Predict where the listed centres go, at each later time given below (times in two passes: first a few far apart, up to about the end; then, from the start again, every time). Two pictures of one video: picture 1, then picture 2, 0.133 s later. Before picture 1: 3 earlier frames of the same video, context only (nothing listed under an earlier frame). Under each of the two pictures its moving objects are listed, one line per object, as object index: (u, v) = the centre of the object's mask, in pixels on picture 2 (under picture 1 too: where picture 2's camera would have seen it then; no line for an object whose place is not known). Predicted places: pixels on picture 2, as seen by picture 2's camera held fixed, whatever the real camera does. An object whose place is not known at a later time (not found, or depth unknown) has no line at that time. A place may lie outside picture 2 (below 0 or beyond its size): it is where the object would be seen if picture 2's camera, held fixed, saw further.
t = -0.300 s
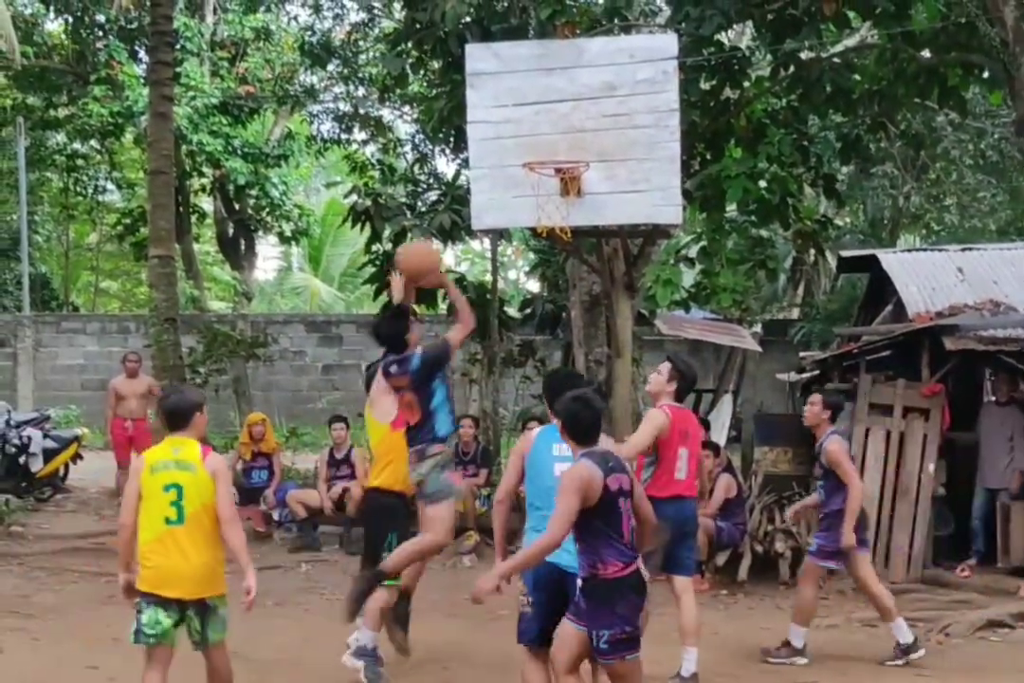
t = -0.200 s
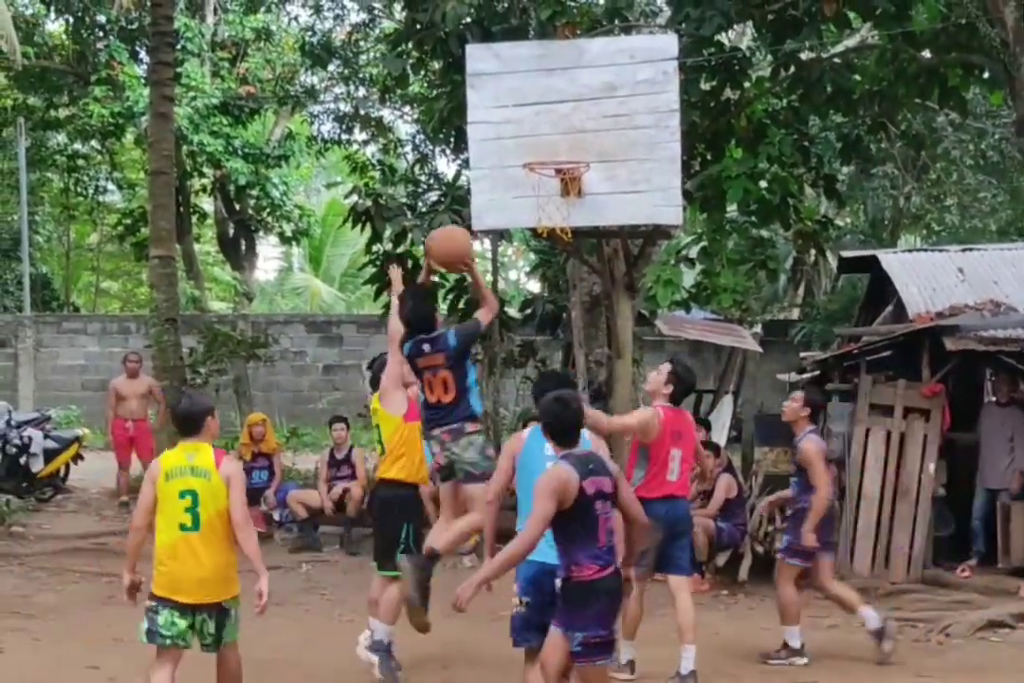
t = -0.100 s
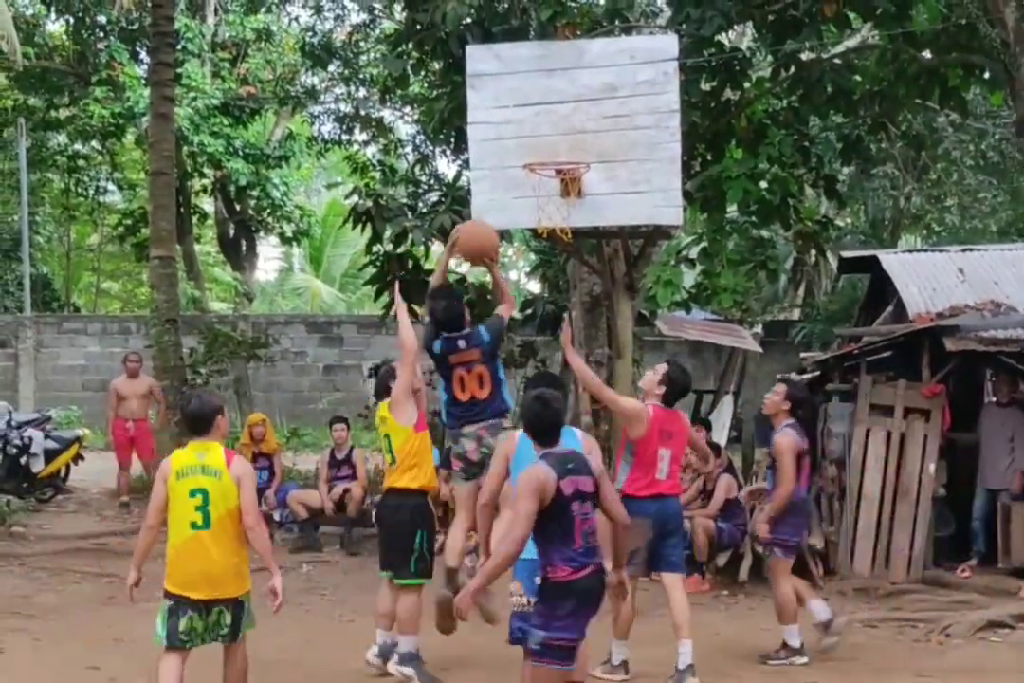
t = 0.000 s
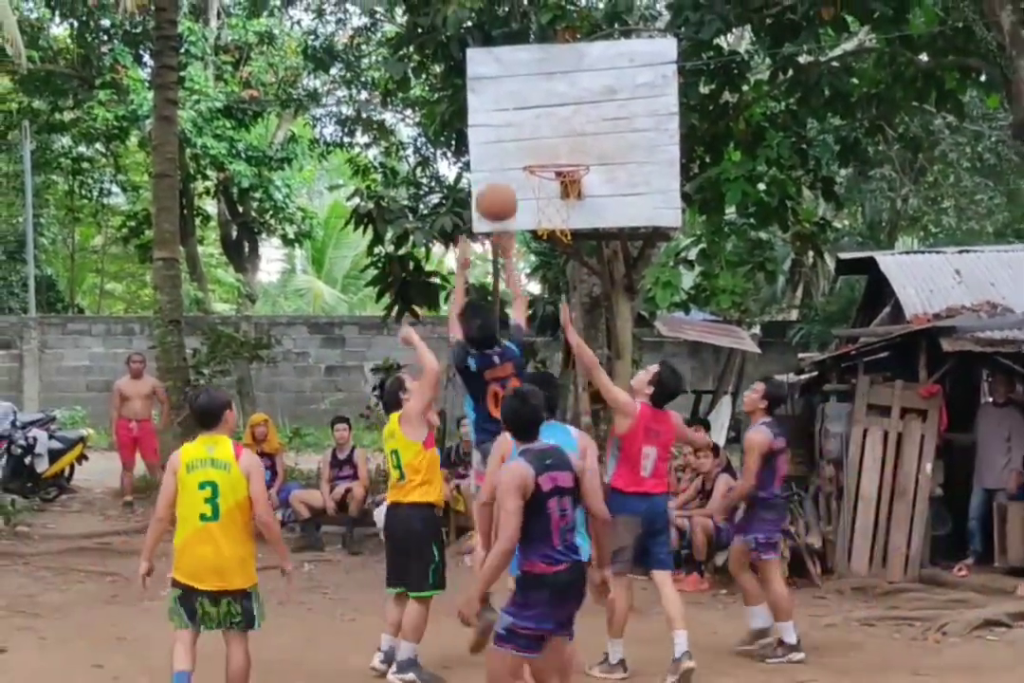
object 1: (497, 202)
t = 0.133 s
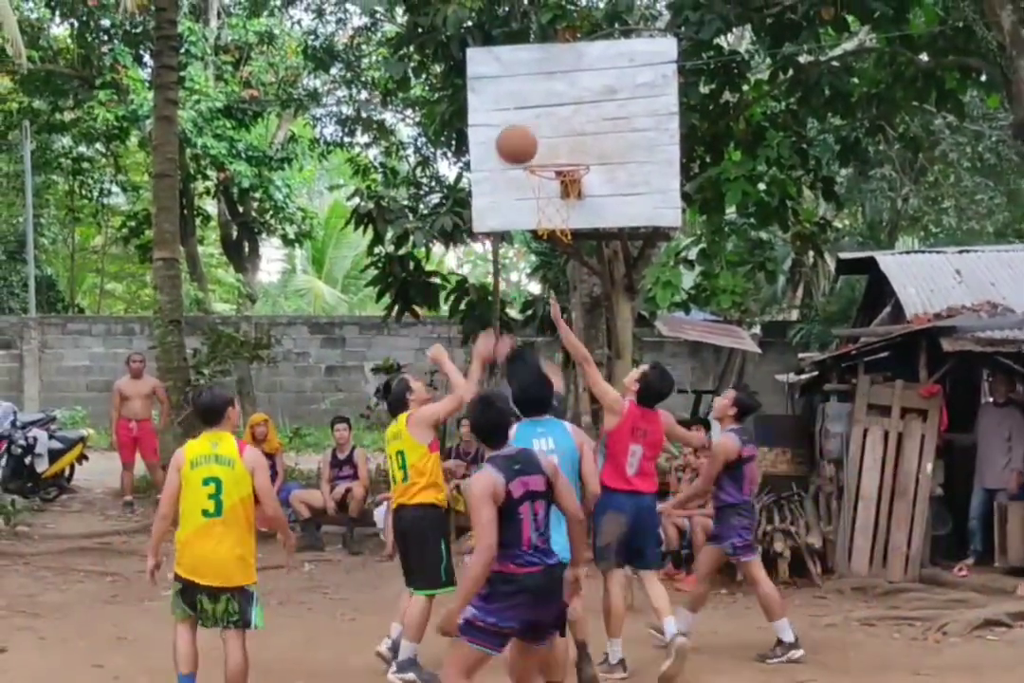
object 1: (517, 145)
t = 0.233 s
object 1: (531, 123)
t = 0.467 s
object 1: (562, 138)
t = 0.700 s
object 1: (539, 150)
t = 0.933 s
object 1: (543, 156)
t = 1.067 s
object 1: (551, 176)
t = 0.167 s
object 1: (521, 136)
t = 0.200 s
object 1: (526, 129)
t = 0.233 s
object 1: (531, 123)
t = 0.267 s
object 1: (535, 120)
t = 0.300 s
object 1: (540, 119)
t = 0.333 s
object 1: (544, 119)
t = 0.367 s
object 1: (549, 122)
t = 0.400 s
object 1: (553, 125)
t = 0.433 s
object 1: (557, 131)
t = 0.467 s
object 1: (562, 138)
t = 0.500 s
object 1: (566, 146)
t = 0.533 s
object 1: (569, 158)
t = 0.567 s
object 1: (562, 156)
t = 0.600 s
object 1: (554, 153)
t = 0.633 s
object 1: (546, 152)
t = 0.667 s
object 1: (539, 153)
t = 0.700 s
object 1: (539, 150)
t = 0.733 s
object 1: (538, 149)
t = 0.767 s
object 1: (538, 150)
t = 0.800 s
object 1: (539, 152)
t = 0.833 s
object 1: (539, 152)
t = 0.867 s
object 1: (540, 152)
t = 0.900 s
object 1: (541, 154)
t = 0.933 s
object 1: (543, 156)
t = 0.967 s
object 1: (545, 159)
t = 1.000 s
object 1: (547, 163)
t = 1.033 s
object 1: (548, 168)
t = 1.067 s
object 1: (551, 176)
